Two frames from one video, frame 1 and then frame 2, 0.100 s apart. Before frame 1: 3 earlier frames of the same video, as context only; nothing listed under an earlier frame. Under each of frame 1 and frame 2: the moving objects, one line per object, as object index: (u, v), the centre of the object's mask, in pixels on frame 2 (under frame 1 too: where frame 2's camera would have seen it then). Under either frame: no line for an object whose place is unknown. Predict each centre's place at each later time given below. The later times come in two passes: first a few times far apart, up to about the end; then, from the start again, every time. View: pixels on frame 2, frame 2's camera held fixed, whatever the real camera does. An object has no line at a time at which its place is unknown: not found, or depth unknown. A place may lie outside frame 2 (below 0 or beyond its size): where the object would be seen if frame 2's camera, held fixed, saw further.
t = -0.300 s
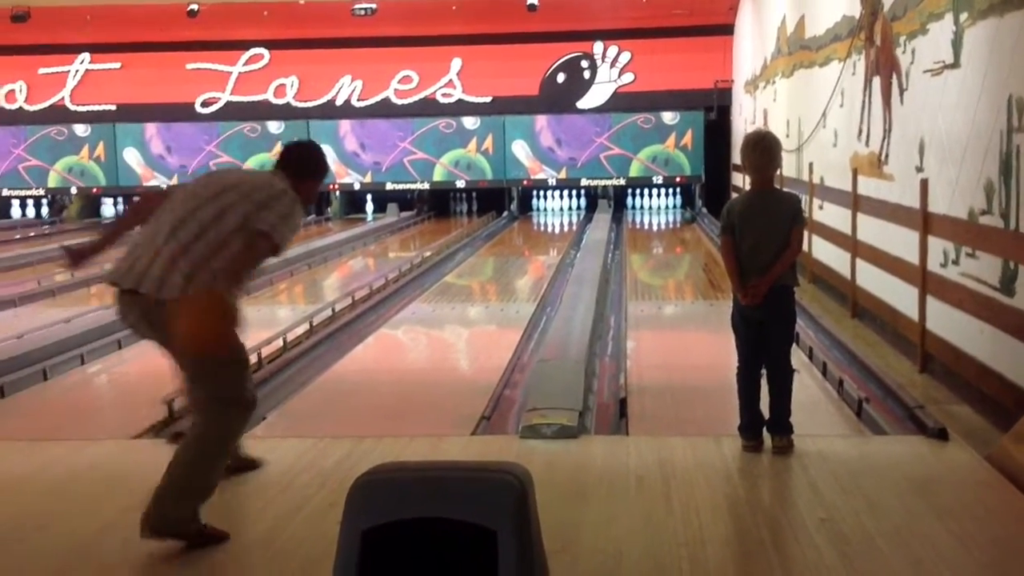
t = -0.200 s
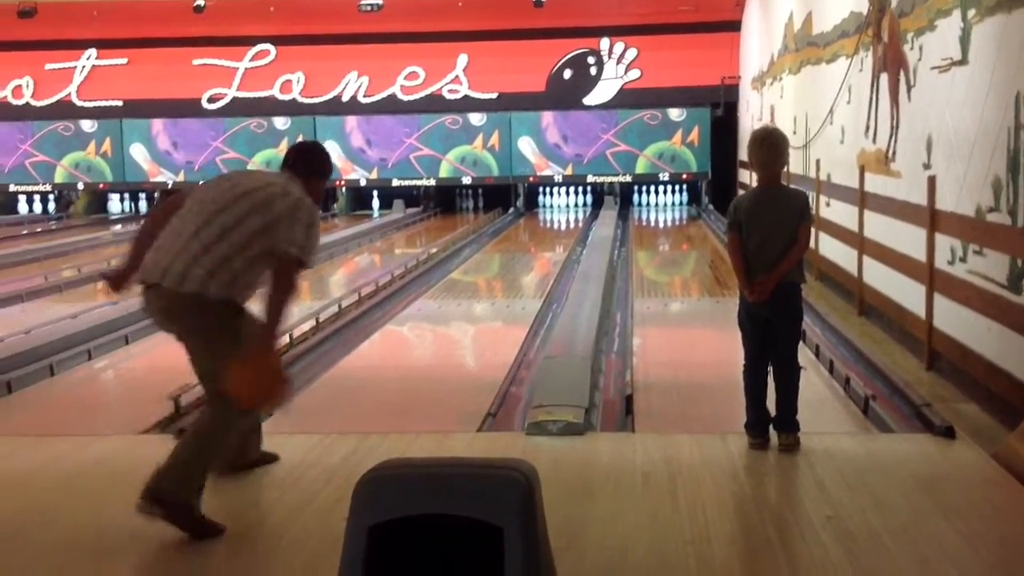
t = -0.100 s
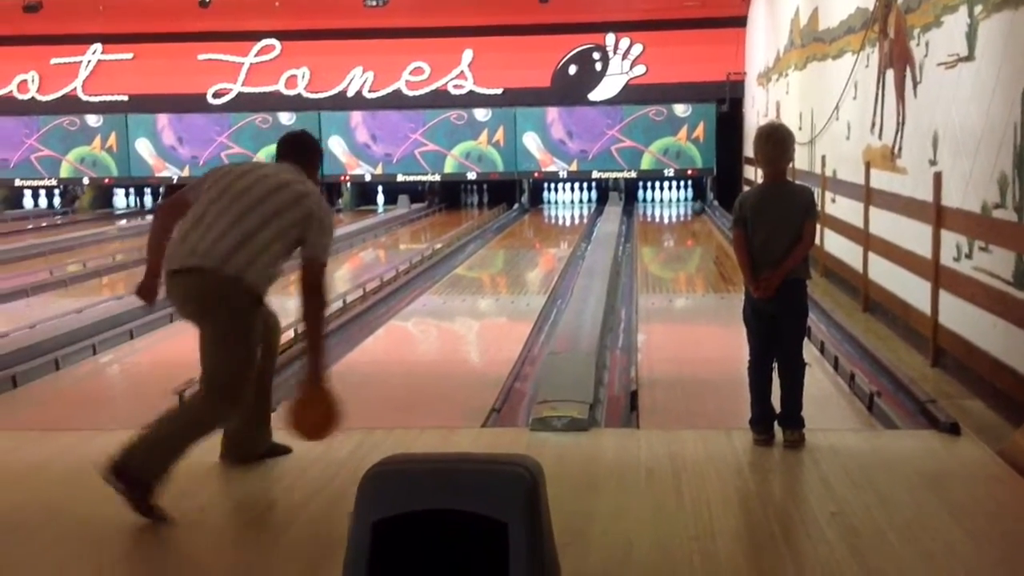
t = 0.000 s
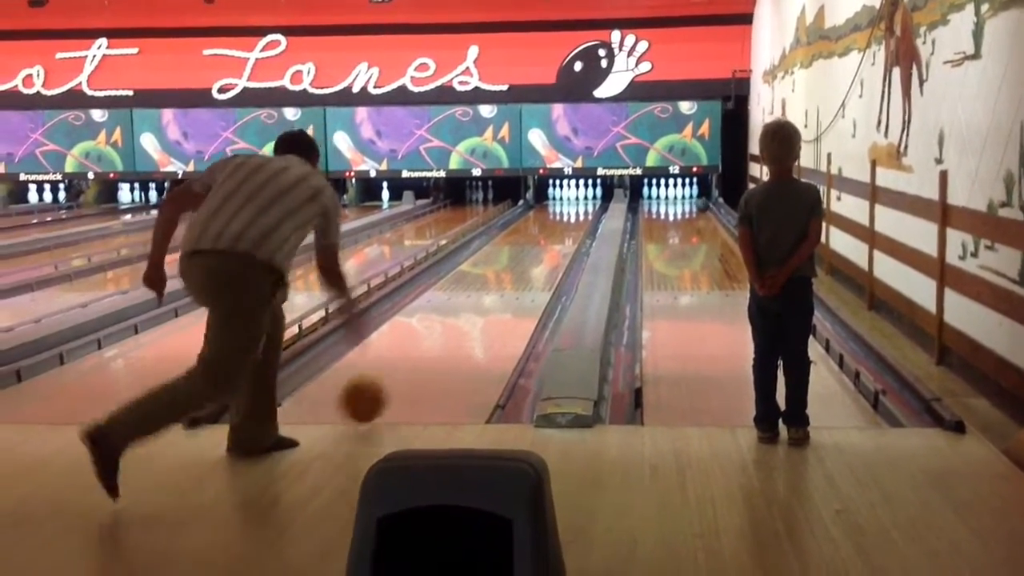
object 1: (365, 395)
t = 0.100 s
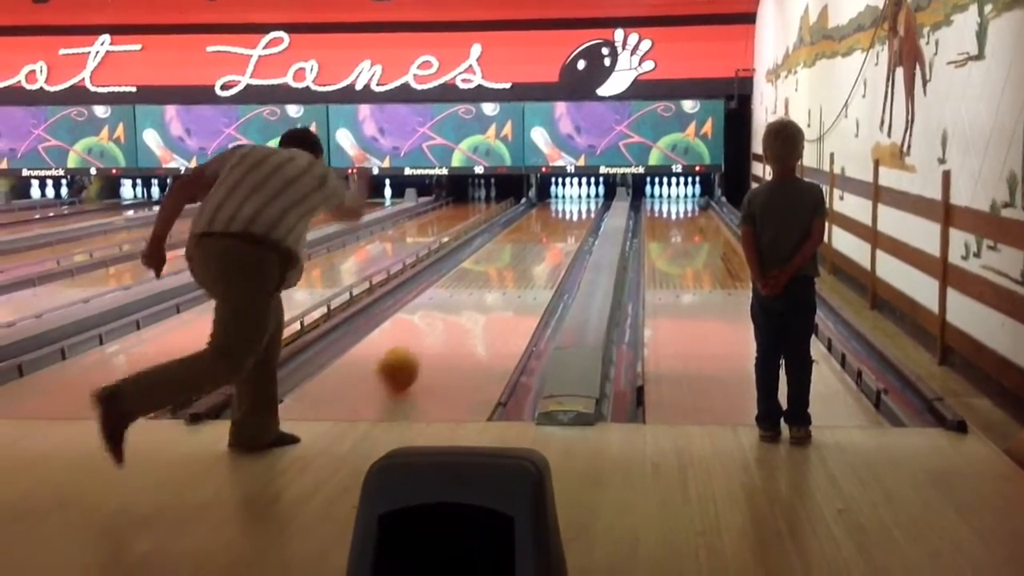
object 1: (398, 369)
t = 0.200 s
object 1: (424, 345)
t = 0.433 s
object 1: (466, 301)
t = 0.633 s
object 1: (491, 277)
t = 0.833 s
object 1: (509, 258)
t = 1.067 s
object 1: (524, 243)
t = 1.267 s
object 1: (537, 232)
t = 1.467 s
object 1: (546, 223)
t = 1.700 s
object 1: (554, 215)
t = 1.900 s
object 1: (559, 209)
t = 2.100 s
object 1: (566, 206)
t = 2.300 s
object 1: (571, 201)
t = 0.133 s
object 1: (408, 362)
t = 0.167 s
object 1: (416, 353)
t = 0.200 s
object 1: (424, 345)
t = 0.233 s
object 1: (431, 338)
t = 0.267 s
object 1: (438, 330)
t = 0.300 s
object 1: (444, 324)
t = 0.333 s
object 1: (450, 318)
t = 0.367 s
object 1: (456, 312)
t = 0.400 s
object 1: (462, 306)
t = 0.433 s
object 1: (466, 301)
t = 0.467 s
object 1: (471, 297)
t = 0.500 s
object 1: (476, 292)
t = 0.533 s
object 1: (480, 287)
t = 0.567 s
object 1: (484, 283)
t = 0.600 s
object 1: (488, 279)
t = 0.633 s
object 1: (491, 277)
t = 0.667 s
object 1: (494, 274)
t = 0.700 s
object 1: (497, 270)
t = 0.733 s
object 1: (500, 267)
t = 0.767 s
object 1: (503, 264)
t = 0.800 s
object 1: (506, 260)
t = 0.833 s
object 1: (509, 258)
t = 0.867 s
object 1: (511, 255)
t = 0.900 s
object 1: (513, 253)
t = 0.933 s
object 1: (516, 251)
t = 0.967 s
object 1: (518, 249)
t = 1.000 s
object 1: (520, 247)
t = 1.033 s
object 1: (523, 244)
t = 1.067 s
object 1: (524, 243)
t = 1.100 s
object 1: (526, 241)
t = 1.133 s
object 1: (529, 239)
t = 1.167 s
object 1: (531, 237)
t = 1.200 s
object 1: (533, 235)
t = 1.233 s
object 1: (535, 233)
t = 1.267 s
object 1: (537, 232)
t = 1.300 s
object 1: (539, 230)
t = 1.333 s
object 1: (540, 229)
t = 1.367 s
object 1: (542, 227)
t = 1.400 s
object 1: (543, 226)
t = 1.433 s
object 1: (545, 224)
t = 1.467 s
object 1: (546, 223)
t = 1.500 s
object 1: (548, 222)
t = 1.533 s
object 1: (549, 221)
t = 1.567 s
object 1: (550, 219)
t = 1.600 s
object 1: (551, 219)
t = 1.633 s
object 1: (552, 217)
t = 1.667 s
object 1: (553, 216)
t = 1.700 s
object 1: (554, 215)
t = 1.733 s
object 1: (555, 214)
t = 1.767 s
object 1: (556, 213)
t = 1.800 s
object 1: (558, 212)
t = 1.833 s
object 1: (558, 211)
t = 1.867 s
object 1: (559, 211)
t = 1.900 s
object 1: (559, 209)
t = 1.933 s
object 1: (561, 208)
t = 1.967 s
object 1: (563, 207)
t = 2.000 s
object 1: (564, 207)
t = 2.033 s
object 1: (564, 206)
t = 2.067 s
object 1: (565, 206)
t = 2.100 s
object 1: (566, 206)
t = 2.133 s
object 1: (567, 204)
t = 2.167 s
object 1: (567, 204)
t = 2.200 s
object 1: (569, 203)
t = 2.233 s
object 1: (570, 202)
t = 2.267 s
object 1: (571, 202)
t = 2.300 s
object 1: (571, 201)
